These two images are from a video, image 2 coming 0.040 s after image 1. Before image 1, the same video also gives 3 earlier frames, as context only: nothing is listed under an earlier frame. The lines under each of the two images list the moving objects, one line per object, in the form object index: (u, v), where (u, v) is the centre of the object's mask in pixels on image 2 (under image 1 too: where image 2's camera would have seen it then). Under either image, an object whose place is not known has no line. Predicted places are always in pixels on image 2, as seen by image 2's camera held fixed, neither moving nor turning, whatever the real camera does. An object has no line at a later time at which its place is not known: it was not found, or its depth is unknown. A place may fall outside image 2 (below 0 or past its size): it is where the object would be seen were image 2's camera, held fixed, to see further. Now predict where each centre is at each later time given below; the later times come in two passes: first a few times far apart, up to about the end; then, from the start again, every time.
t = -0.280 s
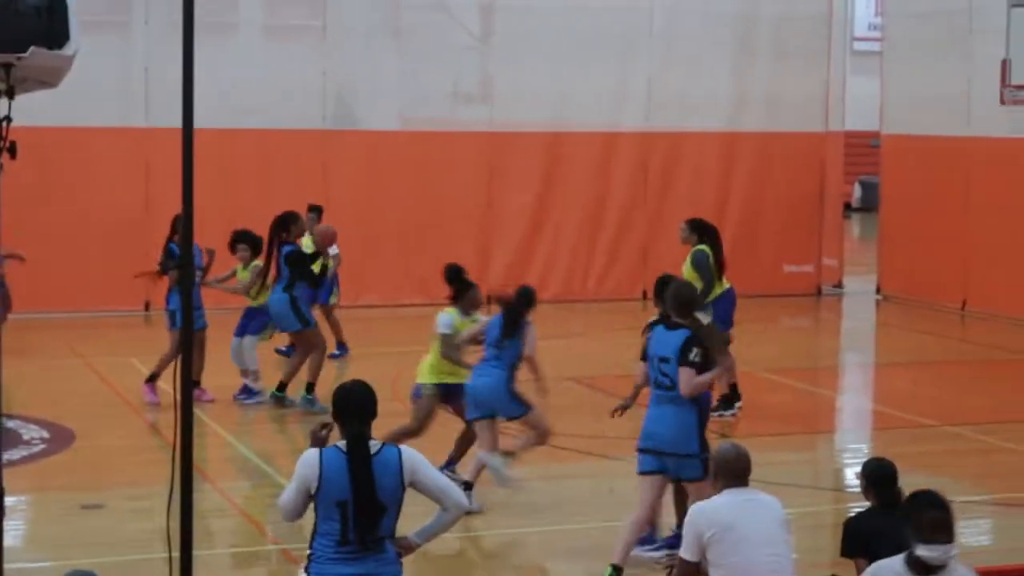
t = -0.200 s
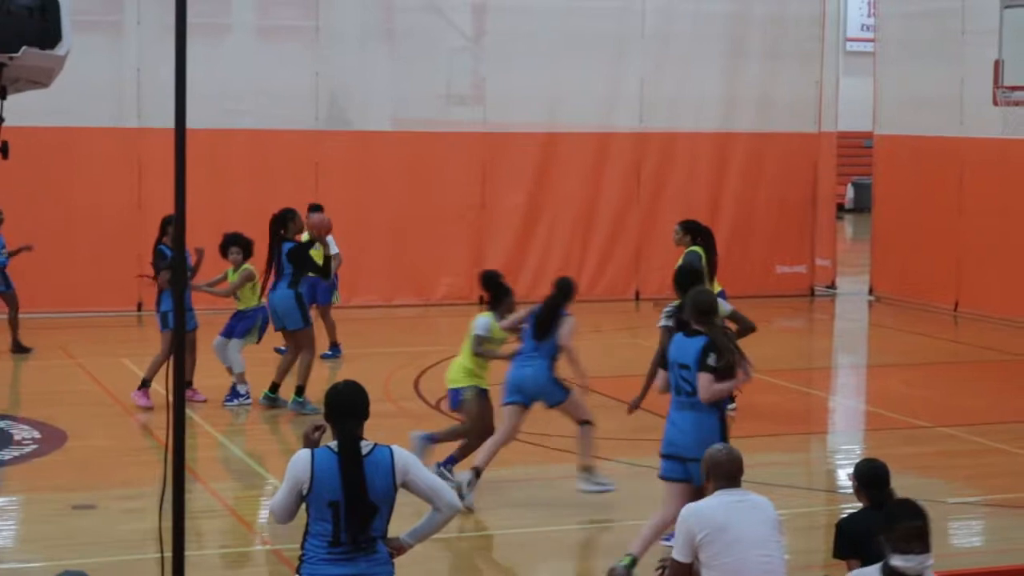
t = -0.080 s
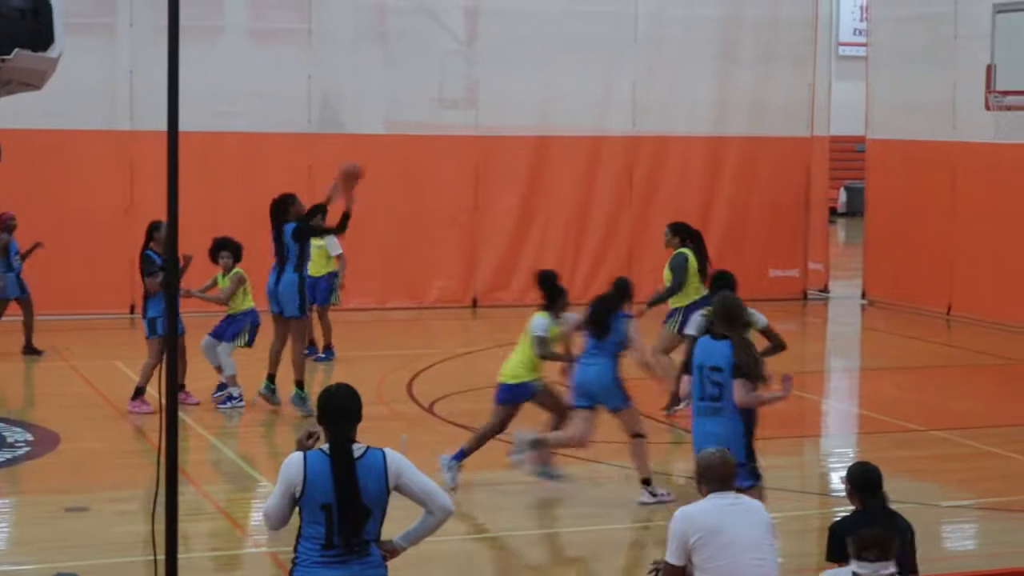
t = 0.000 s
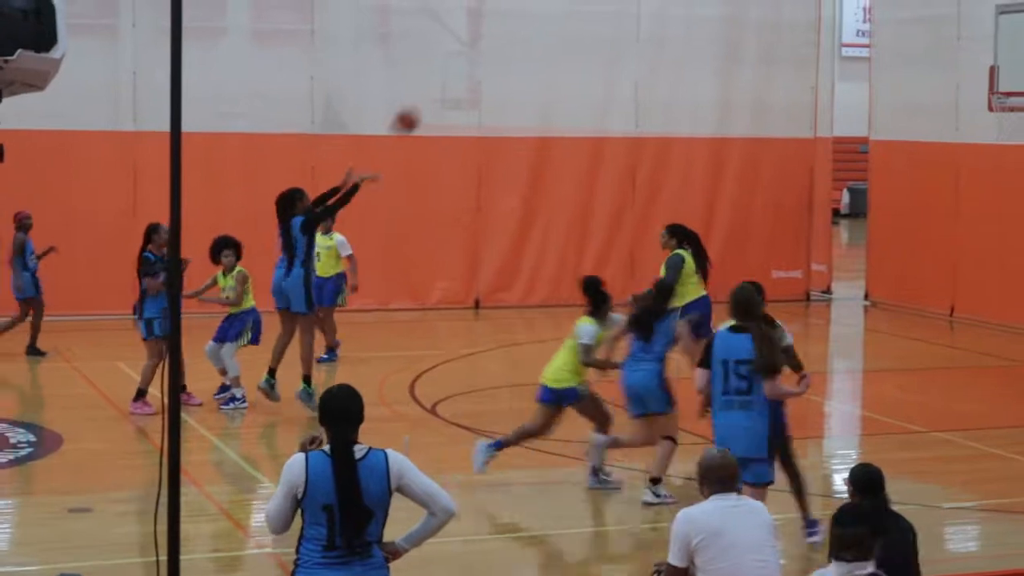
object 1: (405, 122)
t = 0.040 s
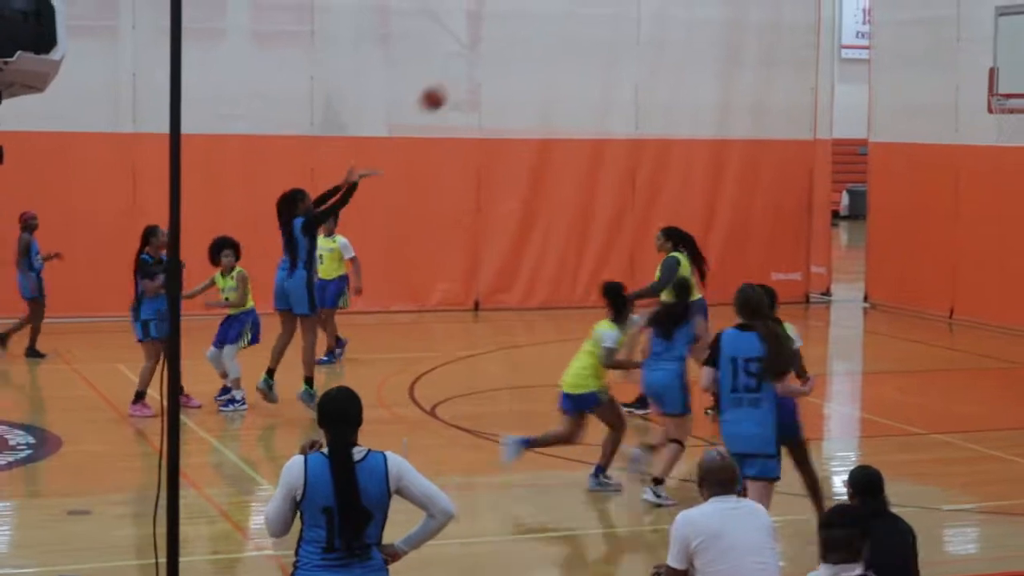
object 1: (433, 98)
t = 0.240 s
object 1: (566, 6)
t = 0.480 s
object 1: (704, -42)
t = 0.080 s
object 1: (459, 76)
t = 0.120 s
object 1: (486, 57)
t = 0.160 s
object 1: (512, 38)
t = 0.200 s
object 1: (539, 21)
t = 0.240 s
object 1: (566, 6)
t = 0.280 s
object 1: (591, -8)
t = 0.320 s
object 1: (615, -19)
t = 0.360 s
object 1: (637, -28)
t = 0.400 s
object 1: (660, -36)
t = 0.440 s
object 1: (682, -39)
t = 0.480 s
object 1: (704, -42)
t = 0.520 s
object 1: (726, -44)
